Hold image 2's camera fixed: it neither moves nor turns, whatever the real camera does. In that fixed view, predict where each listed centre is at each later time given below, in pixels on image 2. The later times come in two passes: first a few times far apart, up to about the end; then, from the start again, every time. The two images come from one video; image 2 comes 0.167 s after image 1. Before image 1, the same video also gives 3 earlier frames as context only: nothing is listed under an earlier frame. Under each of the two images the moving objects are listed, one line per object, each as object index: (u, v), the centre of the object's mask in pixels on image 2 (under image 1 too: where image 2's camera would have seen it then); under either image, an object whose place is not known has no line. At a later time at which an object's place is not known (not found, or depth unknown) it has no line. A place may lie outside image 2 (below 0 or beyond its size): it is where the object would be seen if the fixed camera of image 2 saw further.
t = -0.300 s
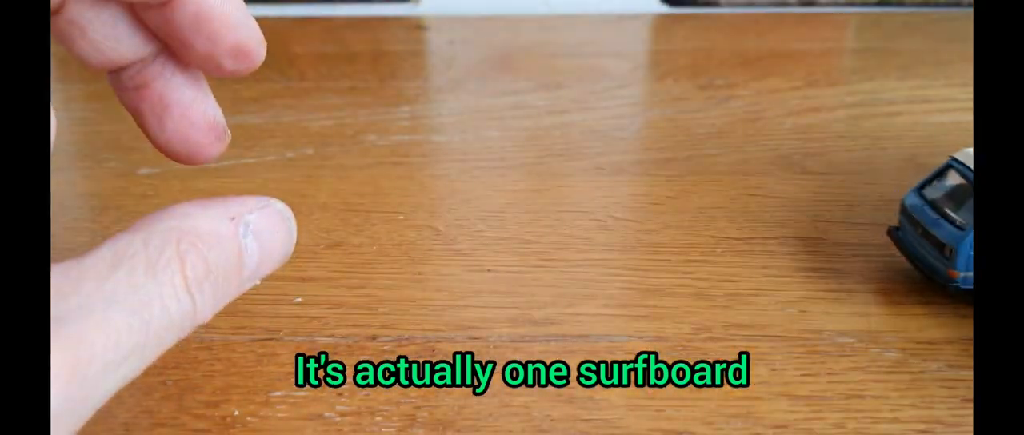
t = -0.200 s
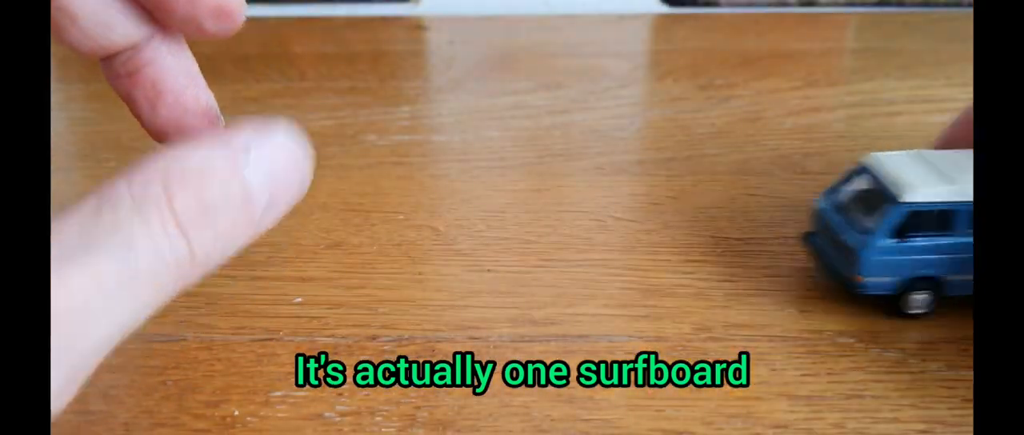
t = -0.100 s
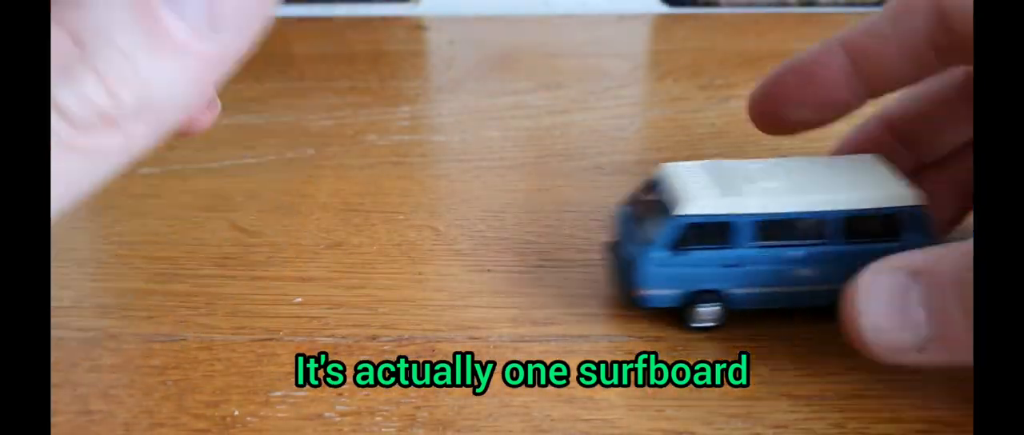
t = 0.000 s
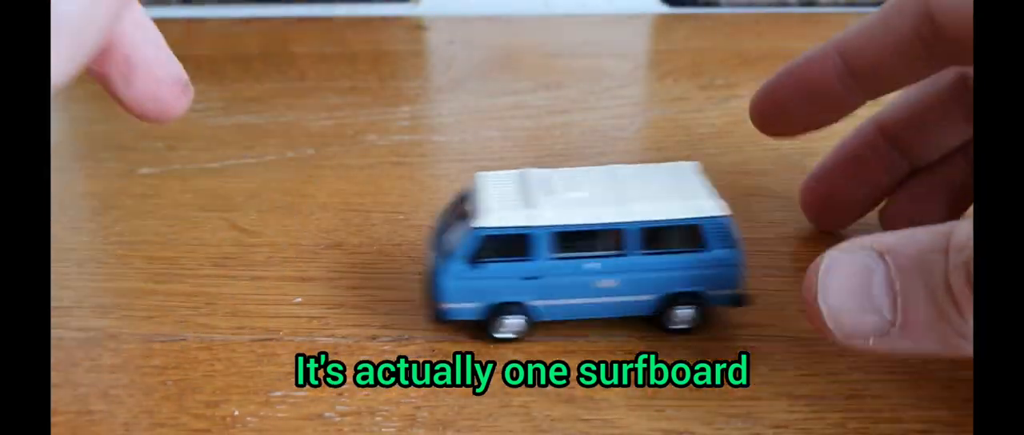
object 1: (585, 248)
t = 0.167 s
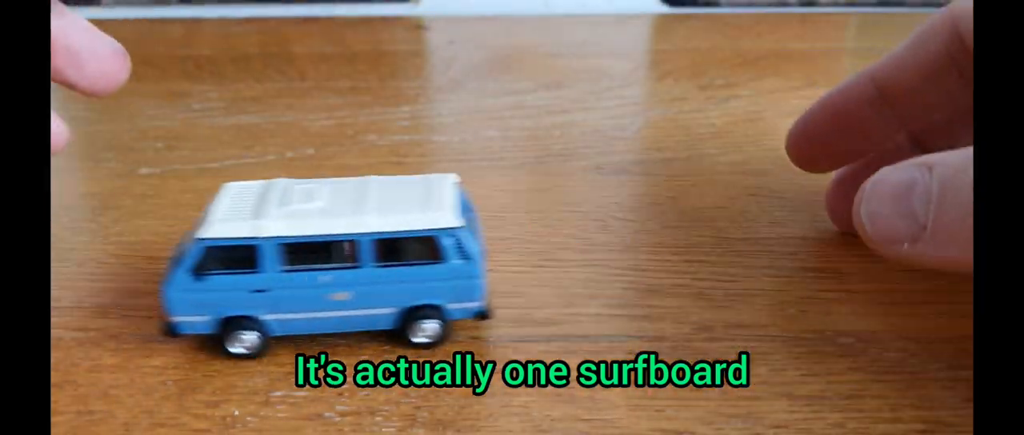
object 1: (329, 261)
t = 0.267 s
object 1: (214, 266)
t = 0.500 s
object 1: (120, 270)
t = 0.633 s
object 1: (93, 273)
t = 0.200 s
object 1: (286, 264)
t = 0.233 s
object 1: (246, 266)
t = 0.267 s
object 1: (214, 266)
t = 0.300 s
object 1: (192, 266)
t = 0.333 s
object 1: (176, 267)
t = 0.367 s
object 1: (163, 267)
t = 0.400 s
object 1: (150, 268)
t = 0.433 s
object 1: (139, 268)
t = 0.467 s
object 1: (129, 269)
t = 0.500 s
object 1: (120, 270)
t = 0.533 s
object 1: (111, 271)
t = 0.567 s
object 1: (104, 273)
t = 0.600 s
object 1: (97, 273)
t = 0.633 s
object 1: (93, 273)
